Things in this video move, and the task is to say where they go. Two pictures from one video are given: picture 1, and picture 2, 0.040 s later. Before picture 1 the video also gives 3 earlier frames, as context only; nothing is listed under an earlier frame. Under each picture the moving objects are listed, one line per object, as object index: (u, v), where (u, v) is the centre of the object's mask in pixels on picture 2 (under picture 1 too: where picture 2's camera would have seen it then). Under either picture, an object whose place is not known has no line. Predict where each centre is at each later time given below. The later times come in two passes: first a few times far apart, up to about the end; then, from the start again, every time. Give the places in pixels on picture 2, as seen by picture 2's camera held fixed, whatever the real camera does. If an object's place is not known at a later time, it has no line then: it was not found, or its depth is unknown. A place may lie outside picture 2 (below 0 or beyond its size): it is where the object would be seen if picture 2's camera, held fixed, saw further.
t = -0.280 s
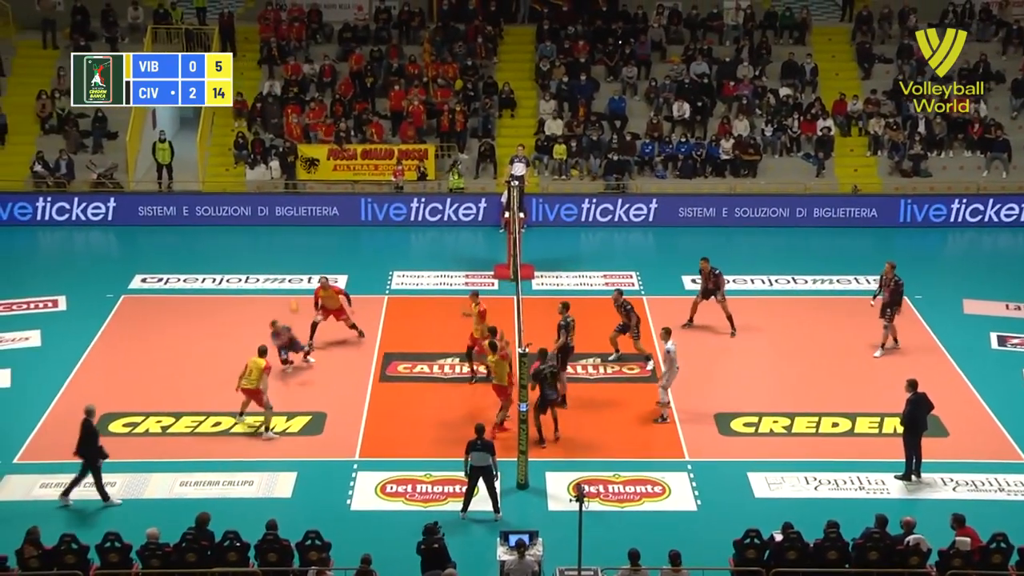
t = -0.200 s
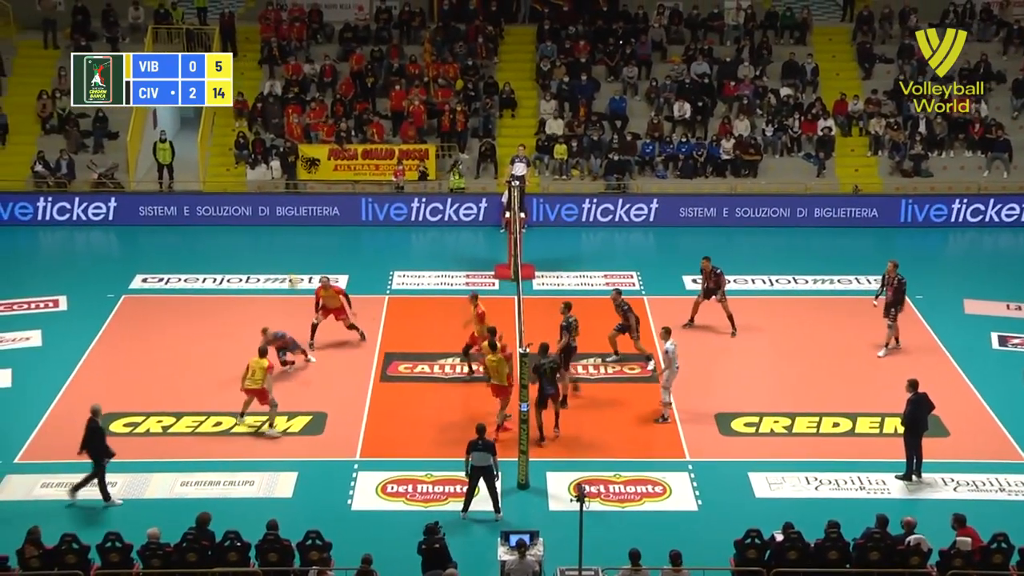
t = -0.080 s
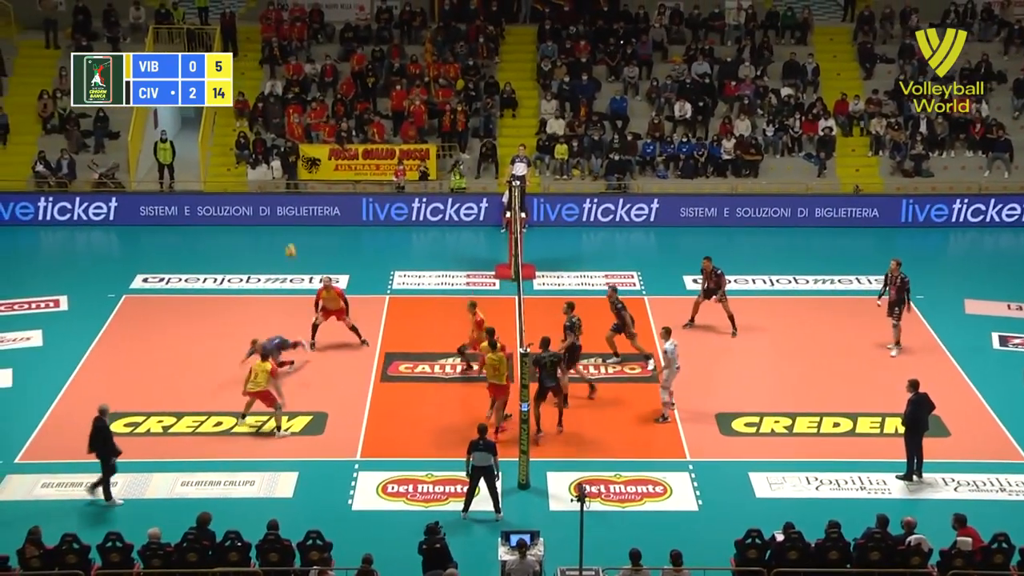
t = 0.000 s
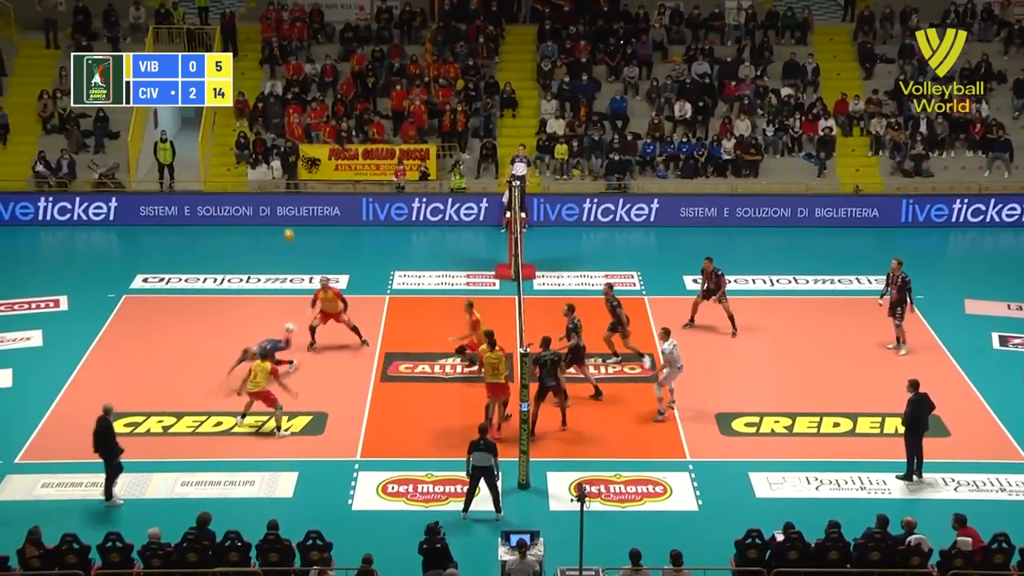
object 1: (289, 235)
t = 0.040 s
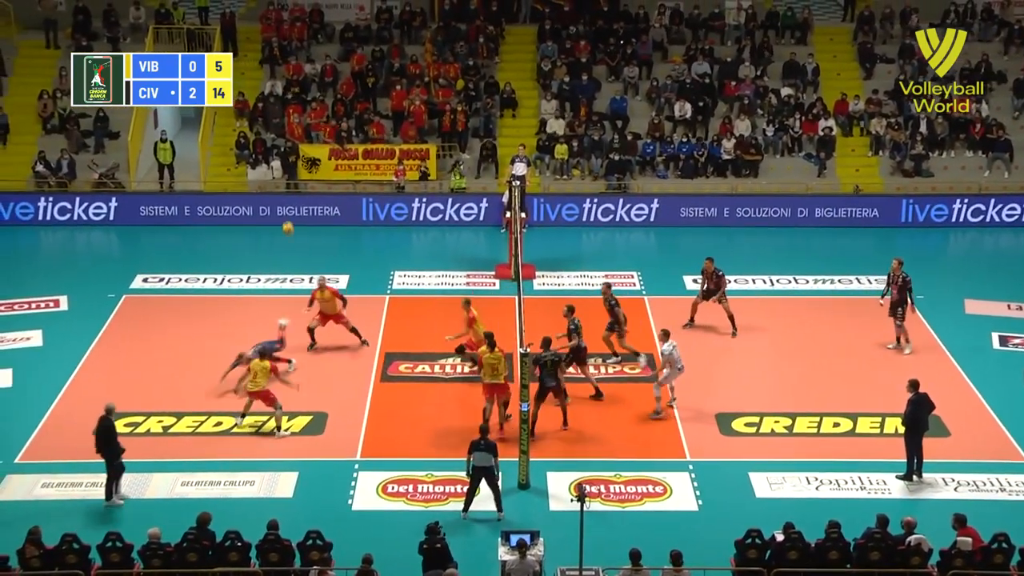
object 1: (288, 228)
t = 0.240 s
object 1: (284, 203)
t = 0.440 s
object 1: (281, 200)
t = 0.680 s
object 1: (278, 219)
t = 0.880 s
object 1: (277, 255)
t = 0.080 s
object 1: (287, 222)
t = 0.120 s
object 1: (286, 216)
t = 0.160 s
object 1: (286, 211)
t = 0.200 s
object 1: (285, 206)
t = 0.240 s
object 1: (284, 203)
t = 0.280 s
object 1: (283, 201)
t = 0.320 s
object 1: (282, 200)
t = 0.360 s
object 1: (282, 200)
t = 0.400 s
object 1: (281, 199)
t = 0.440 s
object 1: (281, 200)
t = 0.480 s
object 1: (280, 201)
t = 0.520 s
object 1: (280, 203)
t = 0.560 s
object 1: (279, 206)
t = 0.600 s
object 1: (279, 209)
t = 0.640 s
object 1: (278, 213)
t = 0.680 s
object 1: (278, 219)
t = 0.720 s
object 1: (278, 225)
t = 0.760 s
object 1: (278, 231)
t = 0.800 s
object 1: (277, 238)
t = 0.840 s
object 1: (277, 245)
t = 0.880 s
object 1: (277, 255)
